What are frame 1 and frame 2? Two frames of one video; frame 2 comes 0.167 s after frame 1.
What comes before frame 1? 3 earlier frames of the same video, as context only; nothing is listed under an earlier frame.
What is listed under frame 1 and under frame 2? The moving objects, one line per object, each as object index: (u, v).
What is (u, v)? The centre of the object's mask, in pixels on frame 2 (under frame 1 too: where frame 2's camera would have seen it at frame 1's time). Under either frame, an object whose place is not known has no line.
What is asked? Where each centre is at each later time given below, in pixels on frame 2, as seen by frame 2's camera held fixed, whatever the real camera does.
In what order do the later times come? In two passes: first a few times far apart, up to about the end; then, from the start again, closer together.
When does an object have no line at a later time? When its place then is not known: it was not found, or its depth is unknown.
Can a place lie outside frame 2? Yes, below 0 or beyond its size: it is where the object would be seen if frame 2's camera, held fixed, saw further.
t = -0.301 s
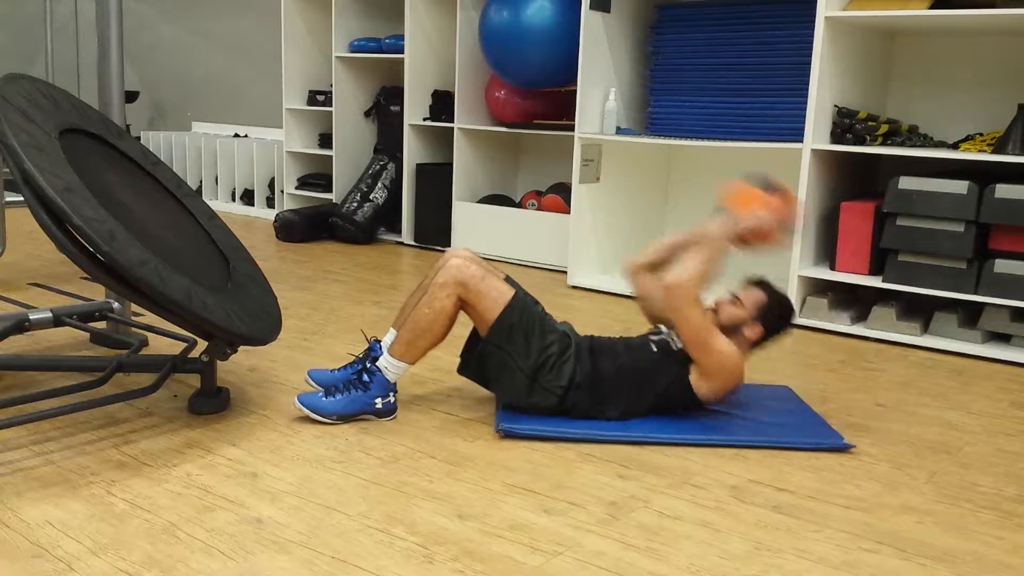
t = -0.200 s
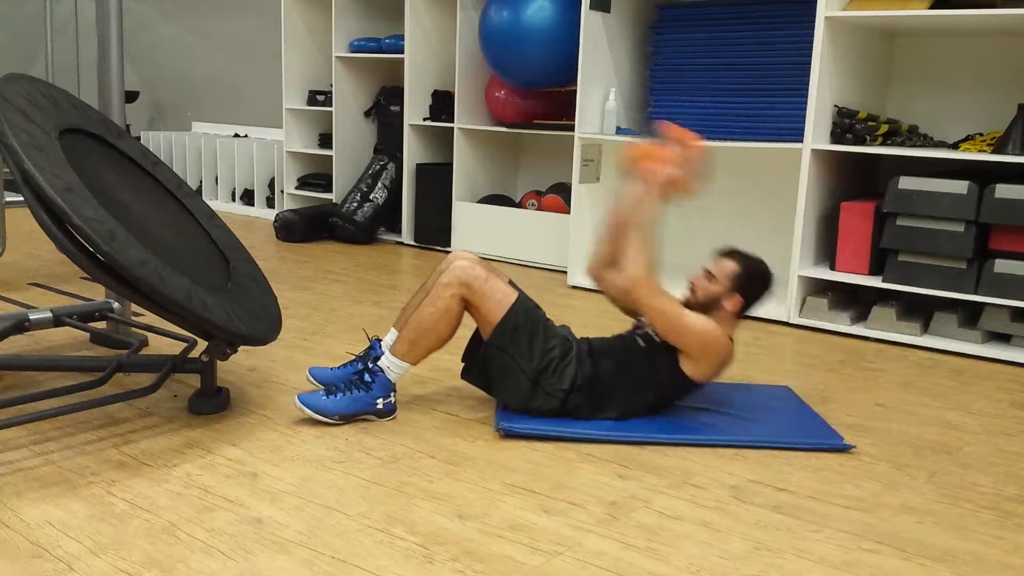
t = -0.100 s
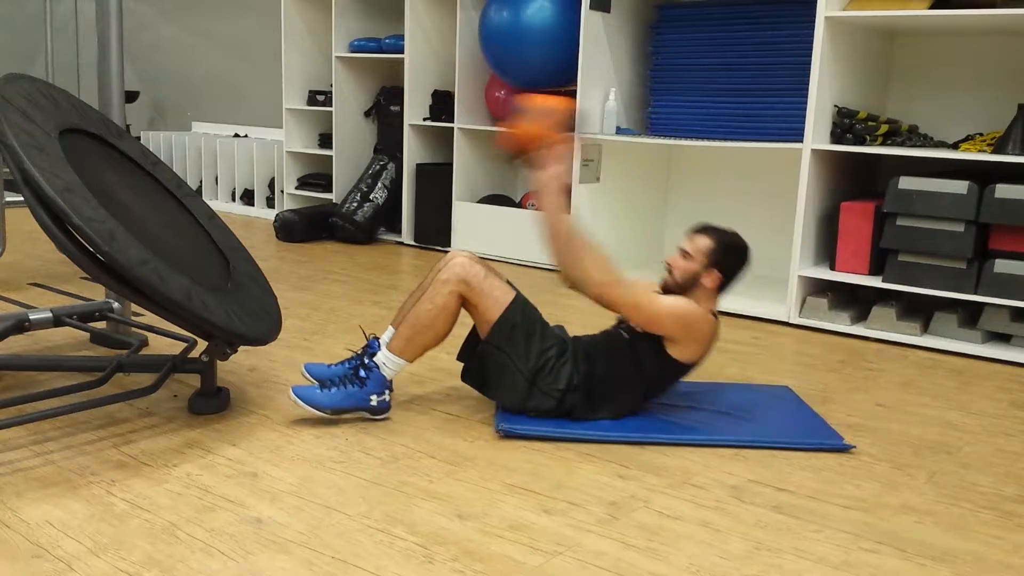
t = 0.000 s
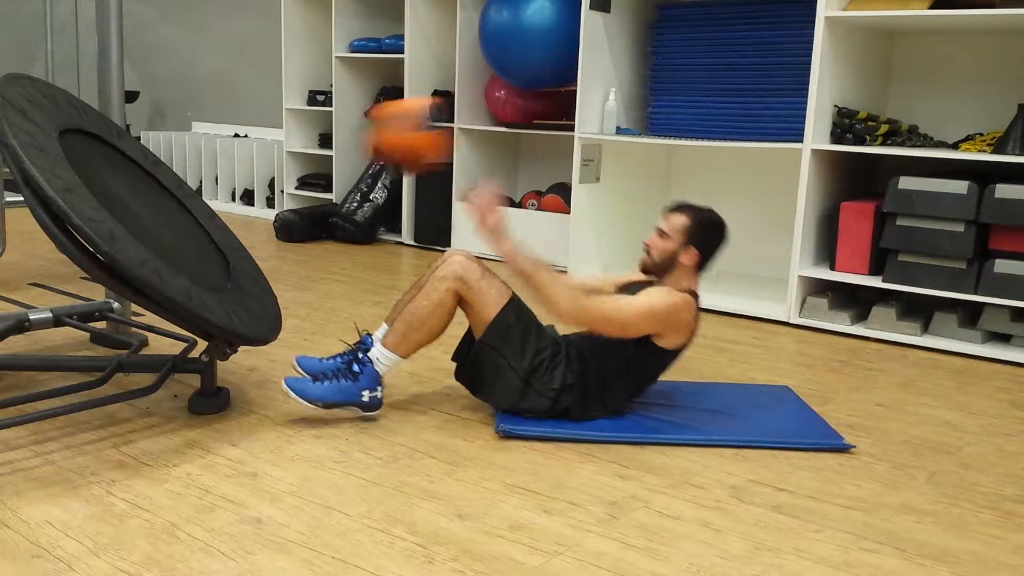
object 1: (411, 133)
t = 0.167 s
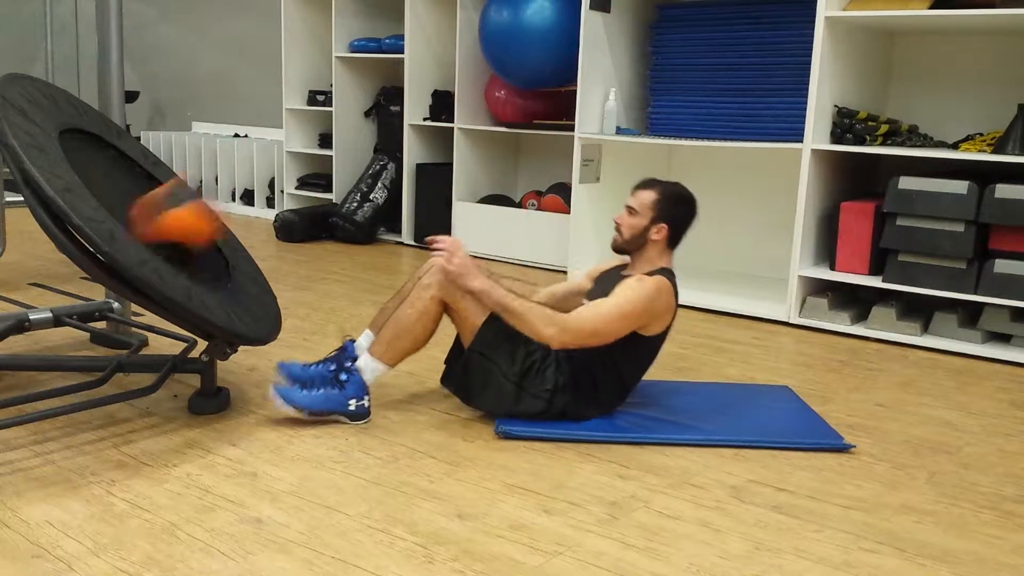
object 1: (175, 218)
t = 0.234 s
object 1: (186, 191)
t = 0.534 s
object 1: (449, 34)
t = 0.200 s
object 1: (168, 217)
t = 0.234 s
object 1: (186, 191)
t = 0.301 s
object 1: (251, 126)
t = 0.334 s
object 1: (276, 103)
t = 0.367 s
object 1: (305, 84)
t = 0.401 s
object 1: (335, 66)
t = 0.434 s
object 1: (366, 52)
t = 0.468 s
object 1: (391, 44)
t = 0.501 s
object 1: (421, 35)
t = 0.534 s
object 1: (449, 34)
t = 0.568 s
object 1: (478, 35)
